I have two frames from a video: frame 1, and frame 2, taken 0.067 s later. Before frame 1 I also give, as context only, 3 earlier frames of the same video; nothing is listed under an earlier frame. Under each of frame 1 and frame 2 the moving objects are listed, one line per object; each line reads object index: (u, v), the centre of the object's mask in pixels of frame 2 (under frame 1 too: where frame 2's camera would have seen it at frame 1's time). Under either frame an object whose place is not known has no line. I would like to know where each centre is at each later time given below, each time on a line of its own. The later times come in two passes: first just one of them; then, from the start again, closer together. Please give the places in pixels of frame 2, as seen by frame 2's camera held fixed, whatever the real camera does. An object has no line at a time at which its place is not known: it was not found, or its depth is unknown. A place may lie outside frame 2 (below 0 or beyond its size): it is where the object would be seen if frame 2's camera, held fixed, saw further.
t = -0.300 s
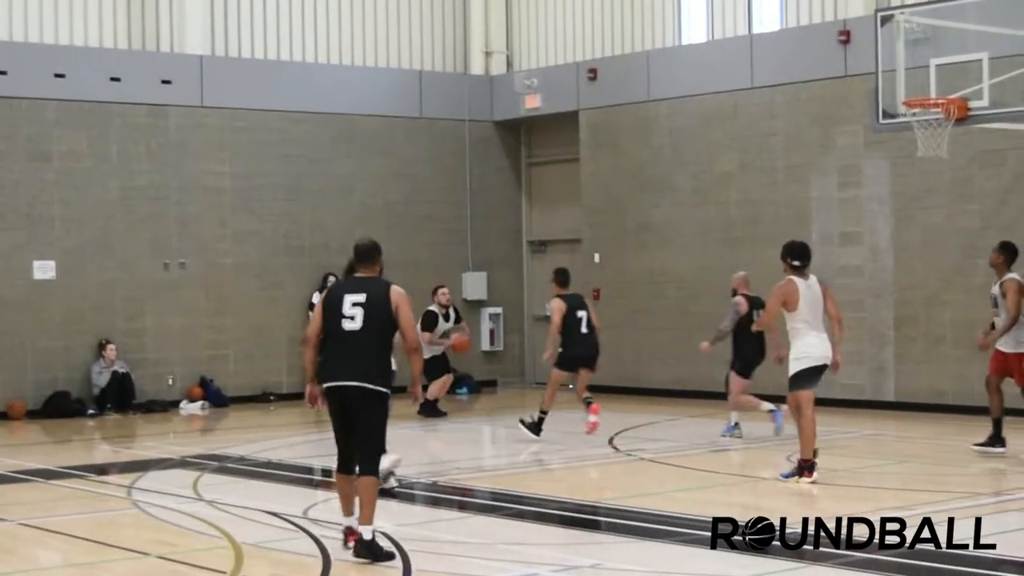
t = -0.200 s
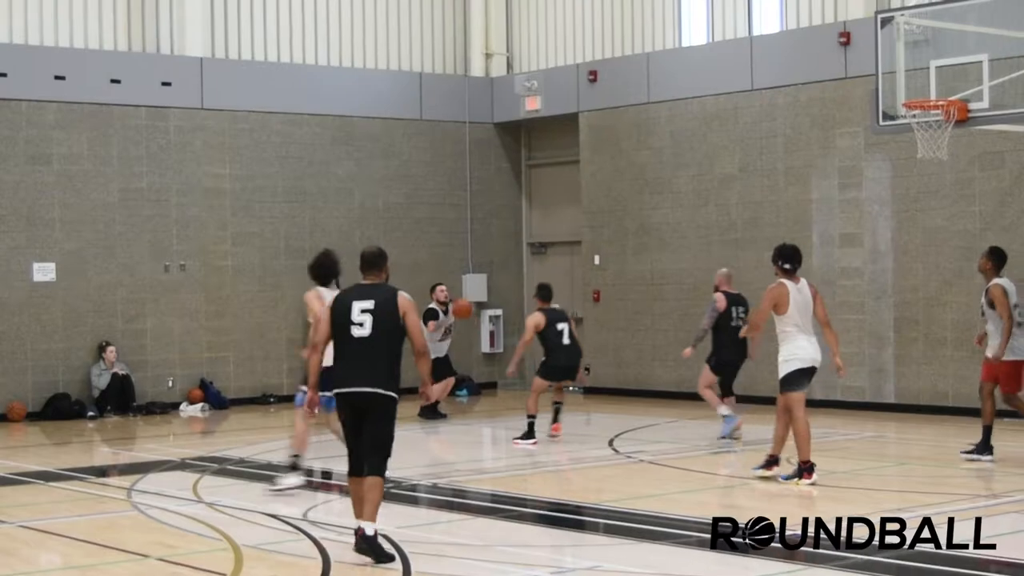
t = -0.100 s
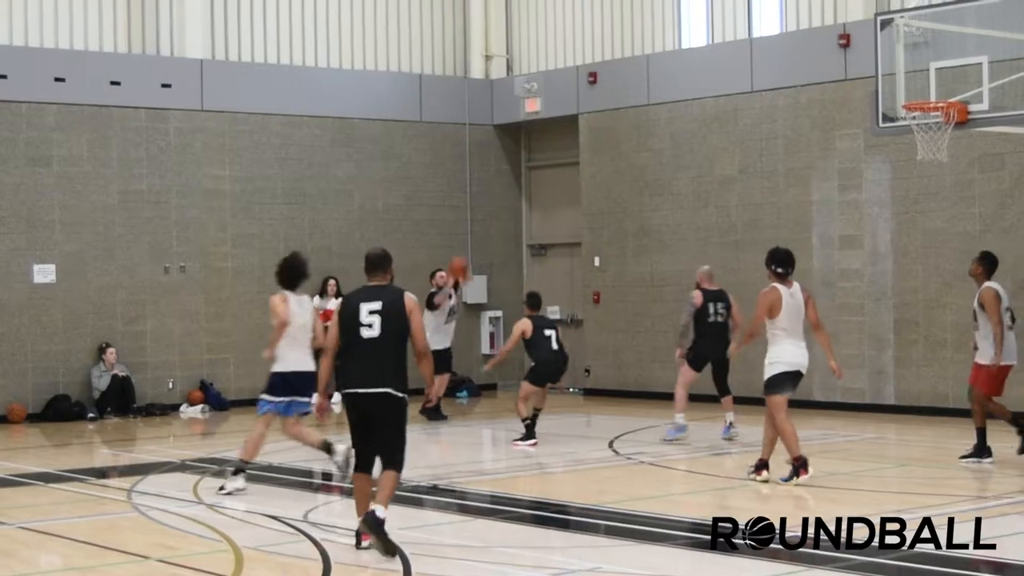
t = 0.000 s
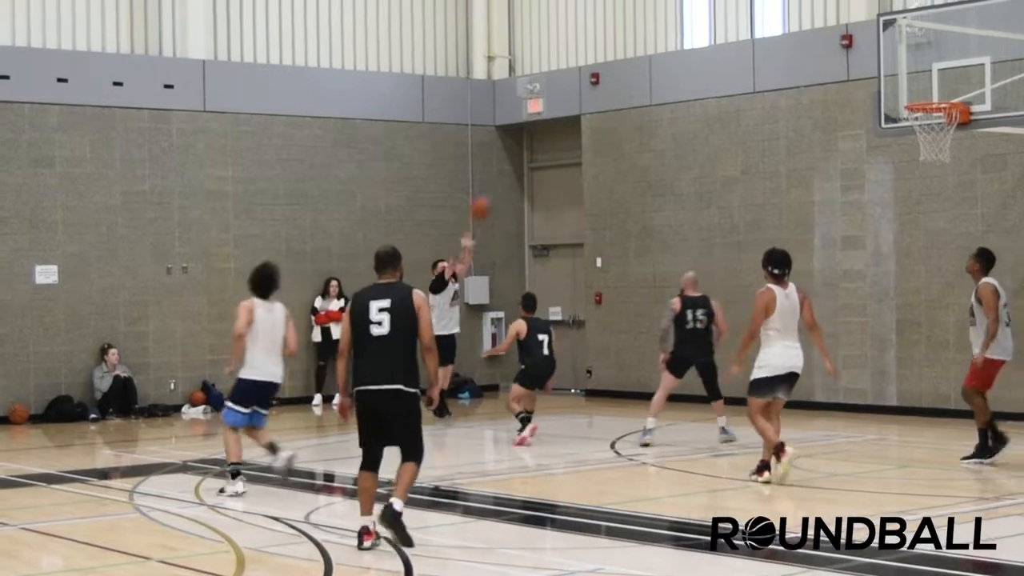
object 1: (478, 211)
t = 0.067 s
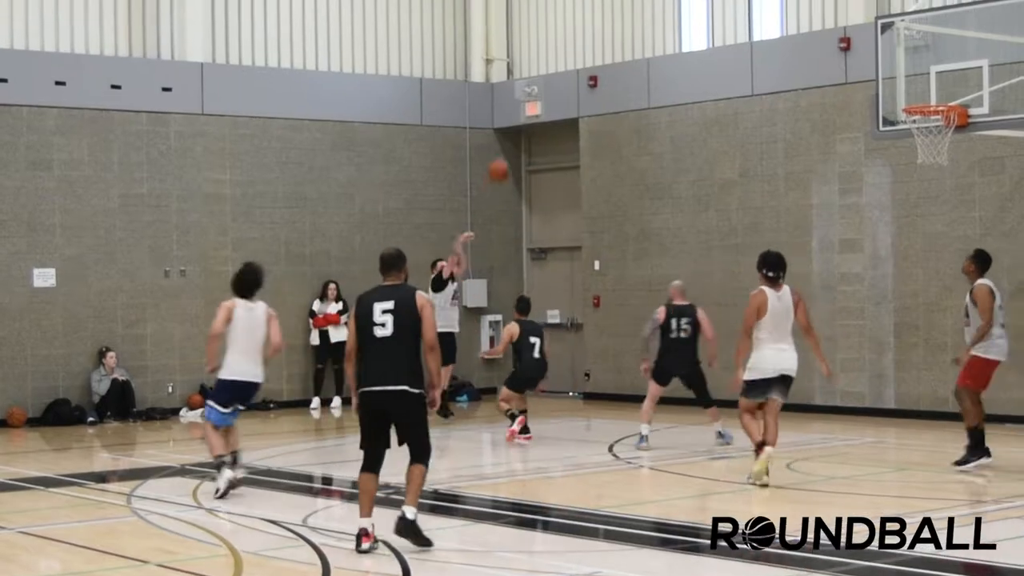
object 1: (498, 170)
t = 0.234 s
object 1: (546, 84)
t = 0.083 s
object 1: (503, 160)
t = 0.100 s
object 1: (508, 151)
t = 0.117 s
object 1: (512, 144)
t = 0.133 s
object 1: (517, 135)
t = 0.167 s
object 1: (527, 116)
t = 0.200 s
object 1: (537, 100)
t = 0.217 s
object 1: (541, 92)
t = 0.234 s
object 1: (546, 84)
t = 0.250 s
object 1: (551, 76)
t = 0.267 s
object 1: (557, 69)
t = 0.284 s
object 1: (562, 61)
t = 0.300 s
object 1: (567, 54)
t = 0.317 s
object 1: (572, 47)
